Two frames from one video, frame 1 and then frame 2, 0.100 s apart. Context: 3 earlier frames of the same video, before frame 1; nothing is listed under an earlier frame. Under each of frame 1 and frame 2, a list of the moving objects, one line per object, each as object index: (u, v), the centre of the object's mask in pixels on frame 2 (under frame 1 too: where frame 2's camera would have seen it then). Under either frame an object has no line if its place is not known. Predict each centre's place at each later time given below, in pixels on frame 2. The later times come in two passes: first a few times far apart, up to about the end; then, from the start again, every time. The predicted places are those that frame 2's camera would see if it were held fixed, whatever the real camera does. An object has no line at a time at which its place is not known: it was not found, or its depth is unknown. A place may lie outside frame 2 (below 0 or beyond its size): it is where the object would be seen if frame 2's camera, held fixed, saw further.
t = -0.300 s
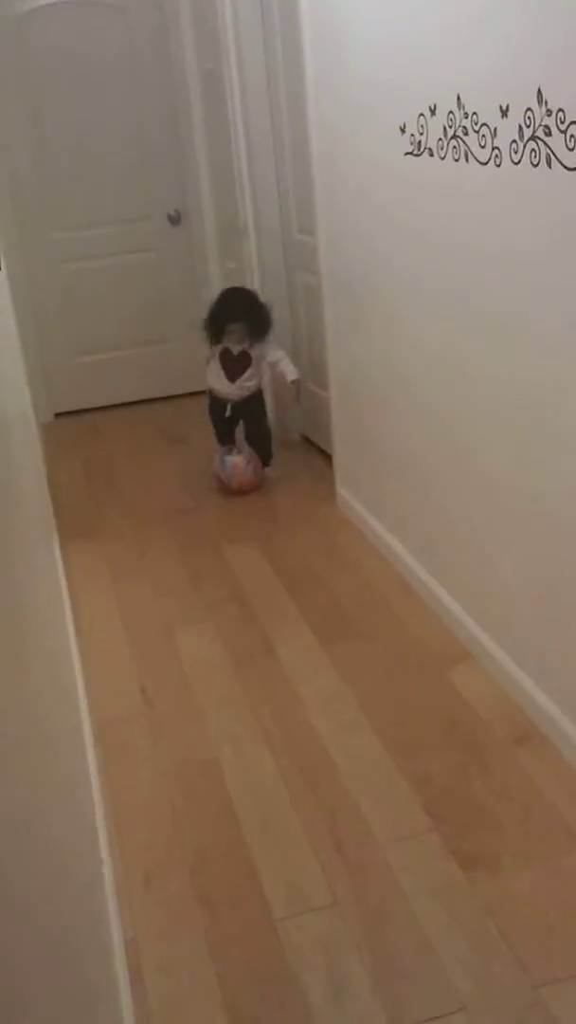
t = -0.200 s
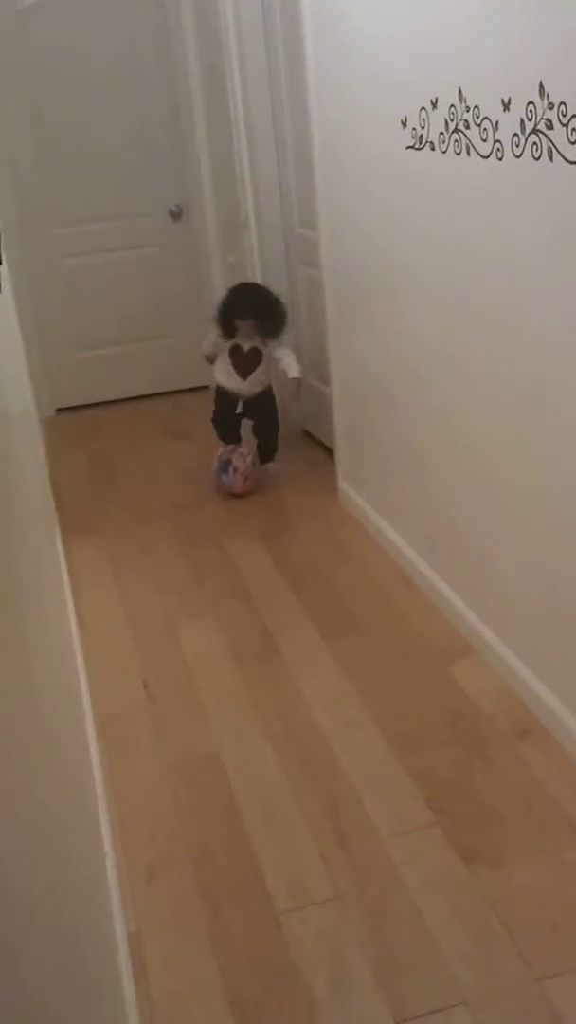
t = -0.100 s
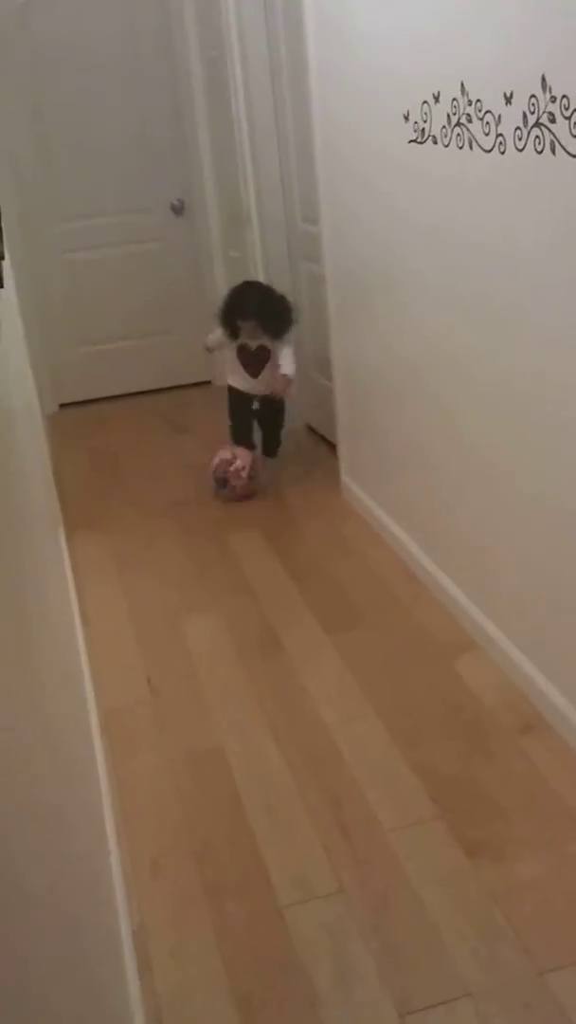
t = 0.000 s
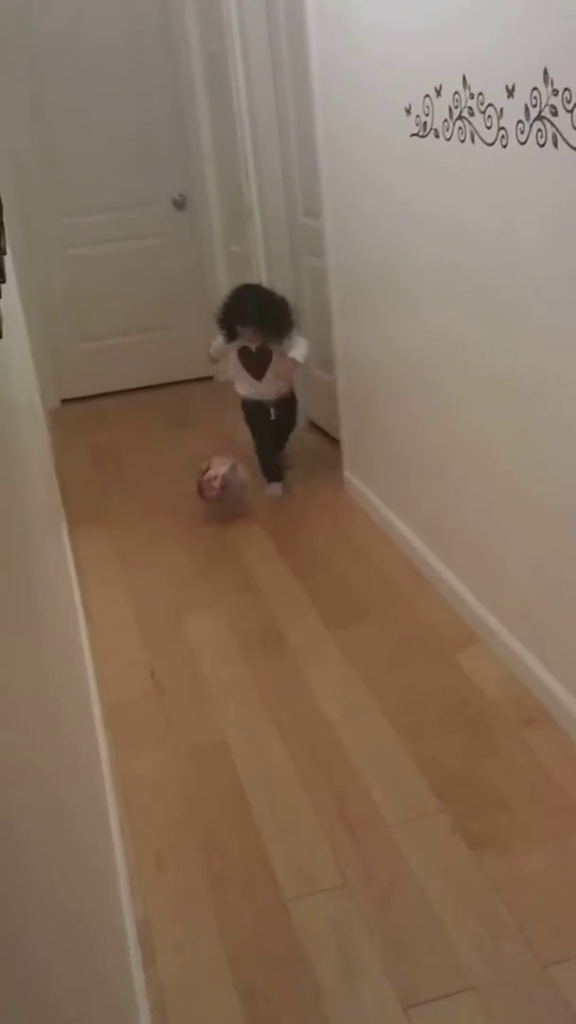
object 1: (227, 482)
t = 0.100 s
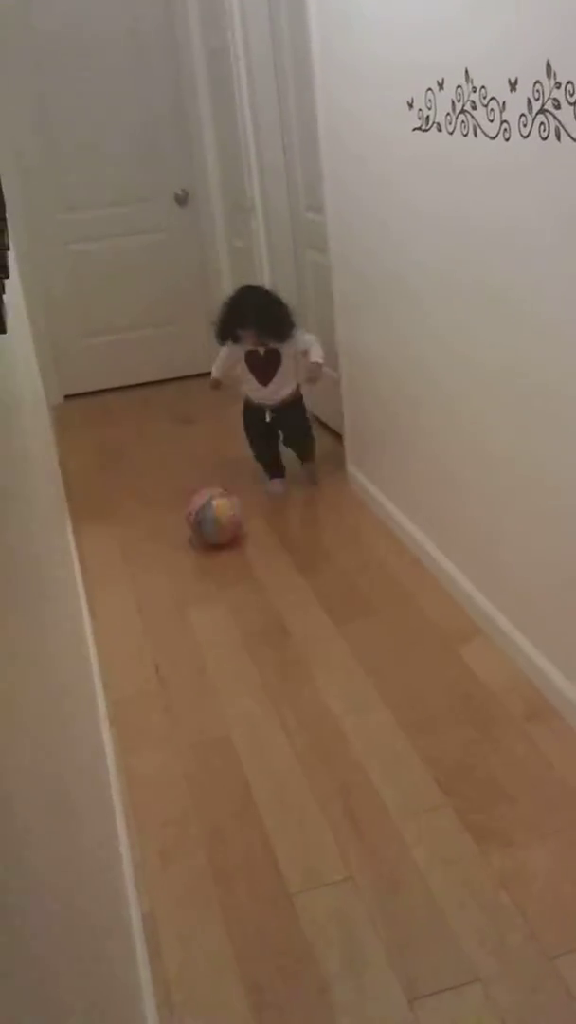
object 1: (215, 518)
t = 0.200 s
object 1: (204, 535)
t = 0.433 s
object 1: (169, 588)
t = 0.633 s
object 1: (132, 639)
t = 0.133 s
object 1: (211, 522)
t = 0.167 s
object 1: (207, 527)
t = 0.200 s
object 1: (204, 535)
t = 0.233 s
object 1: (200, 543)
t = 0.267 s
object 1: (196, 553)
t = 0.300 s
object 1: (190, 557)
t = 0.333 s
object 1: (185, 563)
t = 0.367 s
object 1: (180, 570)
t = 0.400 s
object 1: (175, 583)
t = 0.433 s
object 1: (169, 588)
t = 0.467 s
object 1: (163, 594)
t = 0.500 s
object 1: (158, 604)
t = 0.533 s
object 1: (154, 615)
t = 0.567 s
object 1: (146, 621)
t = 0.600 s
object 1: (140, 628)
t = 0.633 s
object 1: (132, 639)
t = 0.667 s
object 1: (129, 641)
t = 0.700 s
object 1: (132, 639)
